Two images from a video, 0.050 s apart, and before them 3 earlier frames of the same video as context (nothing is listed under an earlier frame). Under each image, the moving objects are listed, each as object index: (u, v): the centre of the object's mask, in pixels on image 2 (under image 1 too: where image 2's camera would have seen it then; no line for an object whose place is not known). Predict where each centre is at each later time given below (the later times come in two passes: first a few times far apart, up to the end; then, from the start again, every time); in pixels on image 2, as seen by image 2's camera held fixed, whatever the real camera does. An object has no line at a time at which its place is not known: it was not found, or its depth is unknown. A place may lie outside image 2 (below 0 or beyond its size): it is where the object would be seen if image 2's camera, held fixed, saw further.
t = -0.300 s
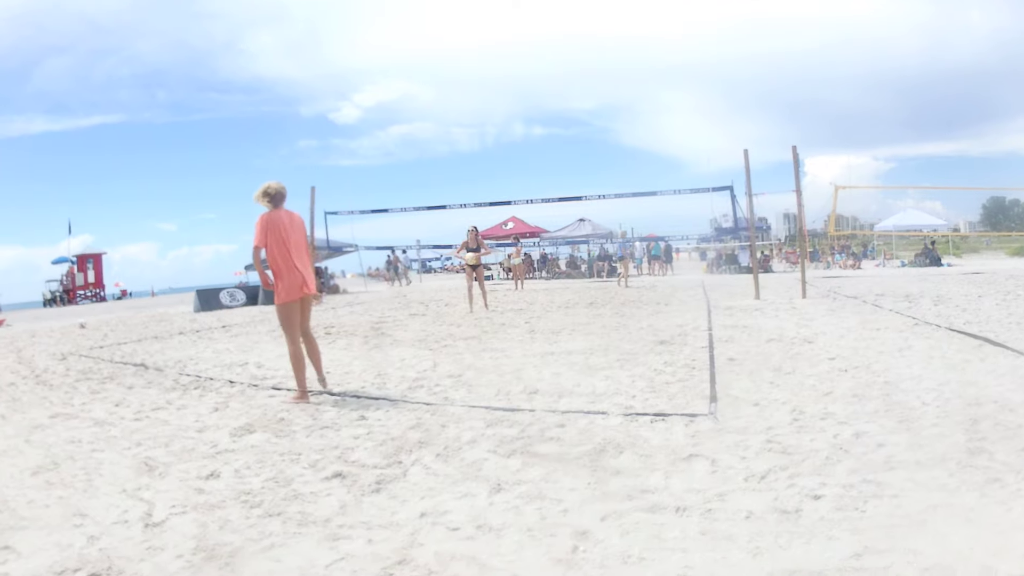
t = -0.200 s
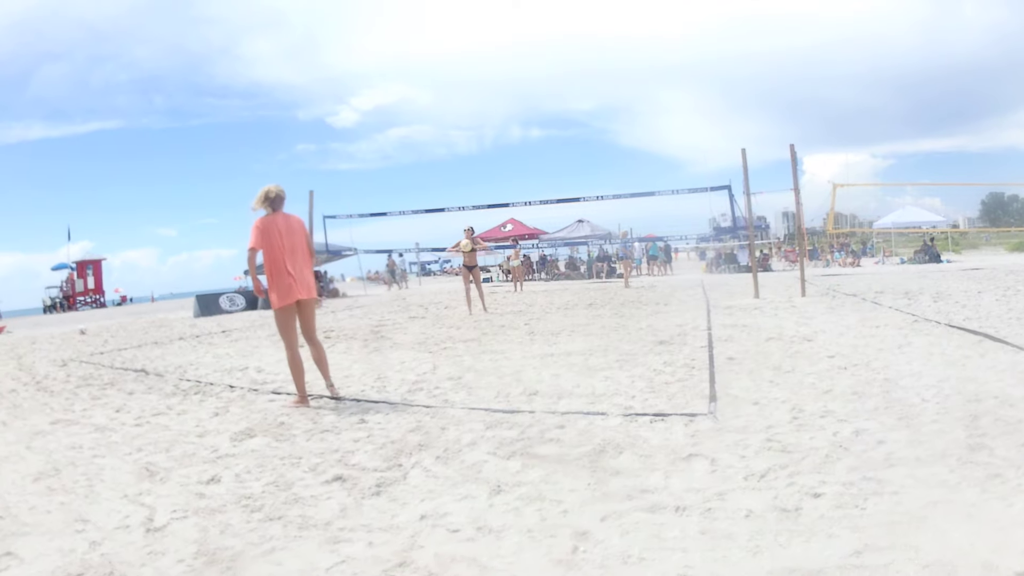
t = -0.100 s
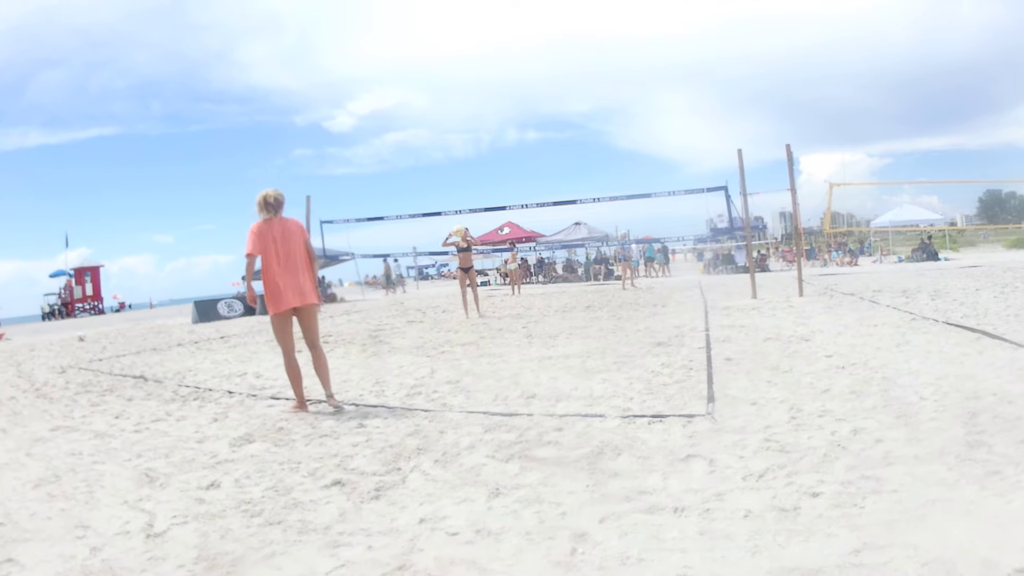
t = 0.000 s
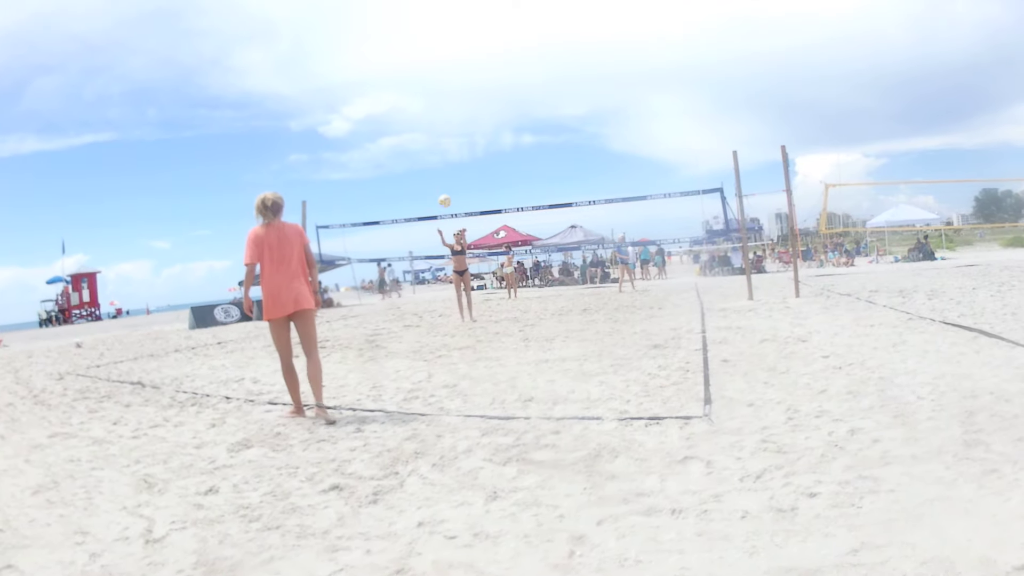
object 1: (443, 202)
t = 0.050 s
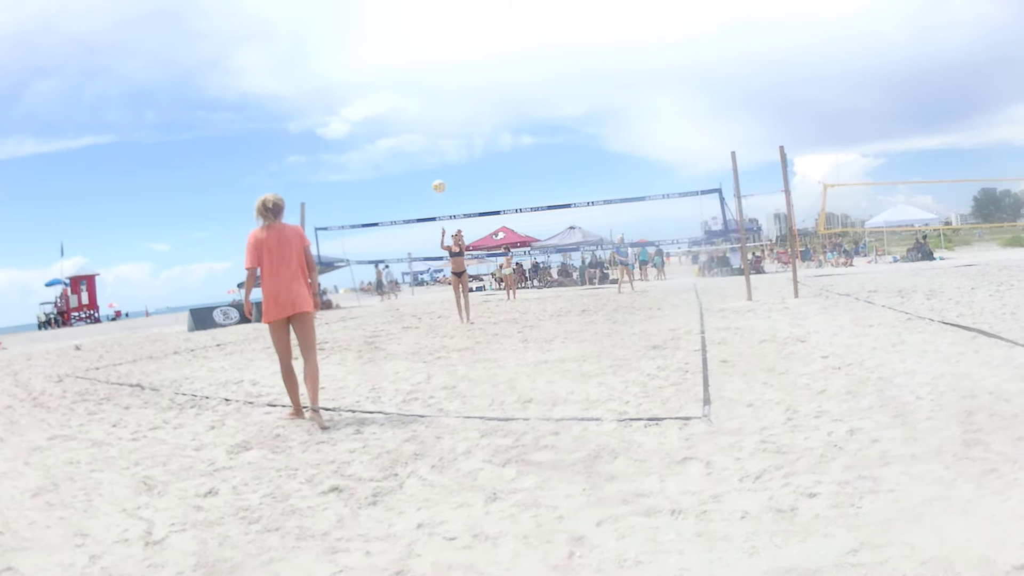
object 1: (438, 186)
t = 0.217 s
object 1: (423, 140)
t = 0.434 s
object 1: (403, 98)
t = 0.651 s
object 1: (384, 81)
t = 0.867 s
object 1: (363, 101)
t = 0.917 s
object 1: (357, 114)
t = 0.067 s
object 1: (437, 181)
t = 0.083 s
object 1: (435, 176)
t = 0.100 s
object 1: (434, 171)
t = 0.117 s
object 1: (432, 166)
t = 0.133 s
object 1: (430, 162)
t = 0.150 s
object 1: (429, 157)
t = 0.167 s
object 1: (427, 153)
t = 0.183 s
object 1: (426, 149)
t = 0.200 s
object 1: (424, 145)
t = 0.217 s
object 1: (423, 140)
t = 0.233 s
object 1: (421, 136)
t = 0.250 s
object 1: (419, 132)
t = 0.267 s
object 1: (418, 129)
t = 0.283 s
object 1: (416, 125)
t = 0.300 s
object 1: (414, 121)
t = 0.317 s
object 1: (413, 118)
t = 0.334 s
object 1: (411, 115)
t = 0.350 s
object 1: (410, 112)
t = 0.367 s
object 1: (408, 109)
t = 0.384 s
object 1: (407, 106)
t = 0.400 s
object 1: (406, 103)
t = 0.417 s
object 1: (404, 100)
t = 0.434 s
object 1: (403, 98)
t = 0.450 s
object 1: (401, 96)
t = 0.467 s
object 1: (400, 94)
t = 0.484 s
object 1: (398, 92)
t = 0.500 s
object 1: (397, 90)
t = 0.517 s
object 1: (396, 88)
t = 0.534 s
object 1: (394, 86)
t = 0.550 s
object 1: (392, 85)
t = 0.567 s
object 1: (391, 84)
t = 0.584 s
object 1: (390, 83)
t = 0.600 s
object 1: (388, 82)
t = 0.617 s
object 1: (387, 81)
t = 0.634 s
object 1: (385, 81)
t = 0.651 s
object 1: (384, 81)
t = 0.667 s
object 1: (382, 81)
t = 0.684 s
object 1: (381, 81)
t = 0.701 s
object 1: (379, 82)
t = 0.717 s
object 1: (378, 83)
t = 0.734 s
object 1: (376, 83)
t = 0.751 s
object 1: (375, 84)
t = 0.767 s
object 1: (374, 86)
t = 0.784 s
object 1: (372, 88)
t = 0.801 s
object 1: (370, 90)
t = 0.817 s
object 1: (369, 92)
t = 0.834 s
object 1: (367, 95)
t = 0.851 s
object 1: (365, 98)
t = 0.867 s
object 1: (363, 101)
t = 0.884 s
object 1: (361, 106)
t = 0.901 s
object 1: (359, 110)
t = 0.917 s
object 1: (357, 114)
